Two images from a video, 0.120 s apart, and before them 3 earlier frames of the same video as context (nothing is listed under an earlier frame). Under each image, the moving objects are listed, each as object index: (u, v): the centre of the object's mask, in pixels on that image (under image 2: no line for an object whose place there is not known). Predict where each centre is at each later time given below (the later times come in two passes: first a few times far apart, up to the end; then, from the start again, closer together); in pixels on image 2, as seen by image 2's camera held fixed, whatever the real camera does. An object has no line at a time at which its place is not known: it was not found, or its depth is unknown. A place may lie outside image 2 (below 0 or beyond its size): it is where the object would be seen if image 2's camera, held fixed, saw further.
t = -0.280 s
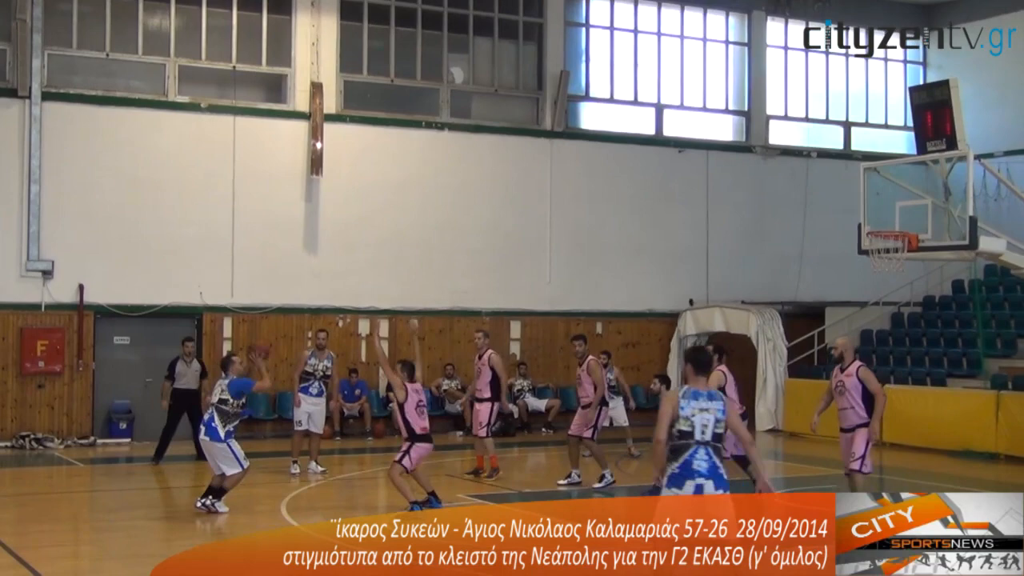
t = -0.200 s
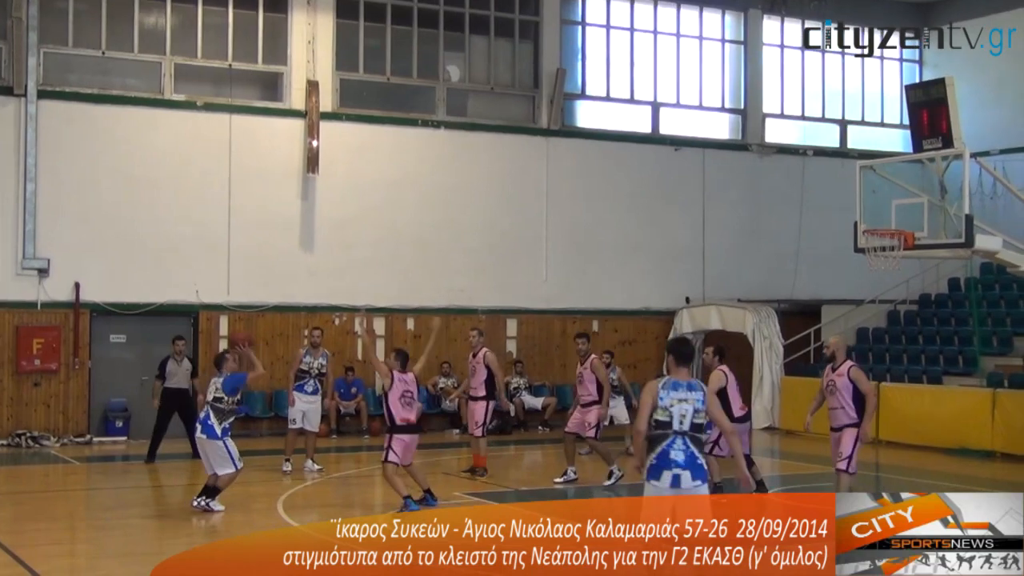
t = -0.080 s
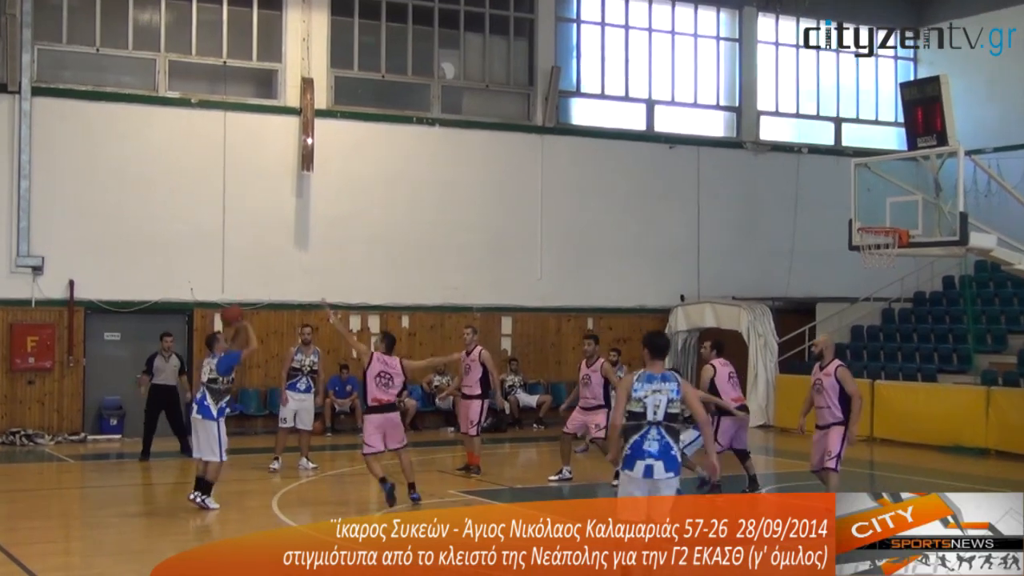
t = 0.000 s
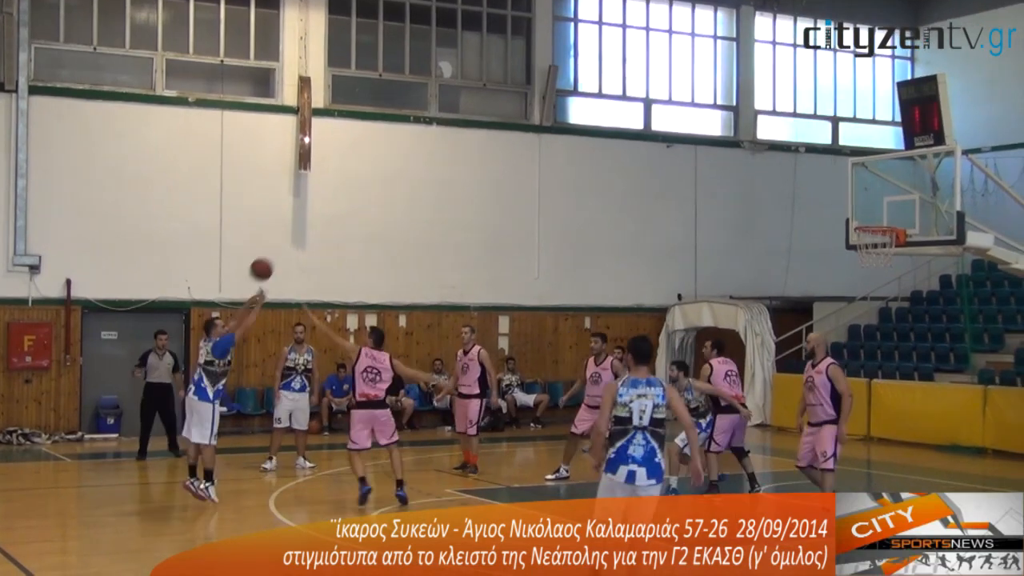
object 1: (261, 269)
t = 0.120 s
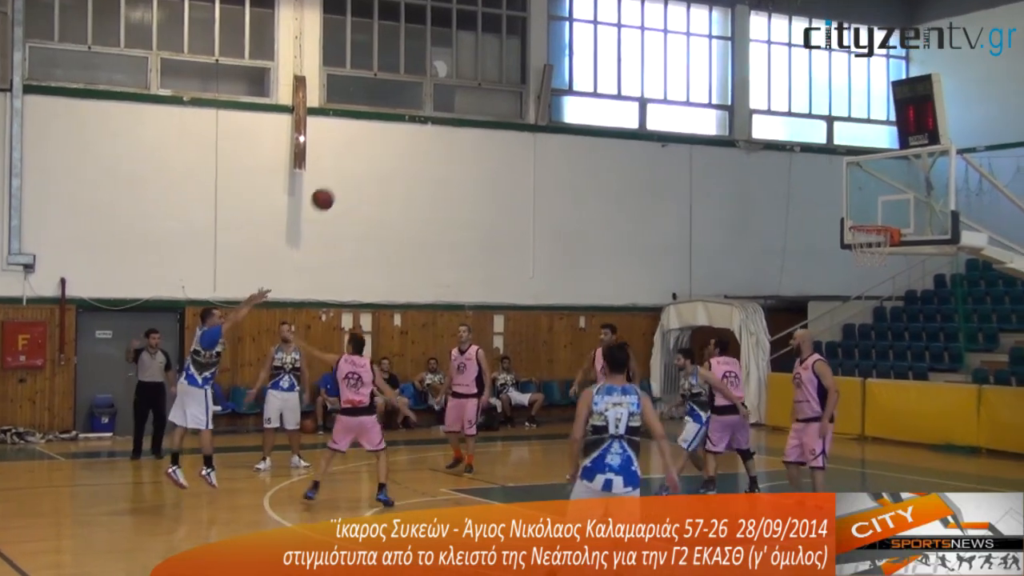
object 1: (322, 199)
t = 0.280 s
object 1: (408, 130)
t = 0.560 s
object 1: (549, 69)
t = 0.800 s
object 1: (662, 74)
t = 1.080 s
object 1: (789, 141)
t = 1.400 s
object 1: (868, 278)
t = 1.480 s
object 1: (860, 319)
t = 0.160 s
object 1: (344, 179)
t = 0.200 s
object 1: (366, 162)
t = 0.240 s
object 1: (387, 145)
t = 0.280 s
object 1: (408, 130)
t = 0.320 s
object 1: (428, 117)
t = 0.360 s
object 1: (449, 106)
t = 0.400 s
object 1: (470, 95)
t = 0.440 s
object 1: (490, 87)
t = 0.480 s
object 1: (509, 79)
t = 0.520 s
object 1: (529, 73)
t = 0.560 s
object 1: (549, 69)
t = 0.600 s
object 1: (567, 66)
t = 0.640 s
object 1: (587, 64)
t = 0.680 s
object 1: (606, 65)
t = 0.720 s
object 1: (624, 66)
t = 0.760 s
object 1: (643, 69)
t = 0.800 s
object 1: (662, 74)
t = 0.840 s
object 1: (681, 79)
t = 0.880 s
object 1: (699, 86)
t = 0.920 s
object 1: (717, 94)
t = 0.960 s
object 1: (735, 103)
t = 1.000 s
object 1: (752, 114)
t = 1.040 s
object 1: (771, 127)
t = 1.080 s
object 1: (789, 141)
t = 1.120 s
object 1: (806, 154)
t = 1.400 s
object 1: (868, 278)
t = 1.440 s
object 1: (864, 298)
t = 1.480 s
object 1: (860, 319)
